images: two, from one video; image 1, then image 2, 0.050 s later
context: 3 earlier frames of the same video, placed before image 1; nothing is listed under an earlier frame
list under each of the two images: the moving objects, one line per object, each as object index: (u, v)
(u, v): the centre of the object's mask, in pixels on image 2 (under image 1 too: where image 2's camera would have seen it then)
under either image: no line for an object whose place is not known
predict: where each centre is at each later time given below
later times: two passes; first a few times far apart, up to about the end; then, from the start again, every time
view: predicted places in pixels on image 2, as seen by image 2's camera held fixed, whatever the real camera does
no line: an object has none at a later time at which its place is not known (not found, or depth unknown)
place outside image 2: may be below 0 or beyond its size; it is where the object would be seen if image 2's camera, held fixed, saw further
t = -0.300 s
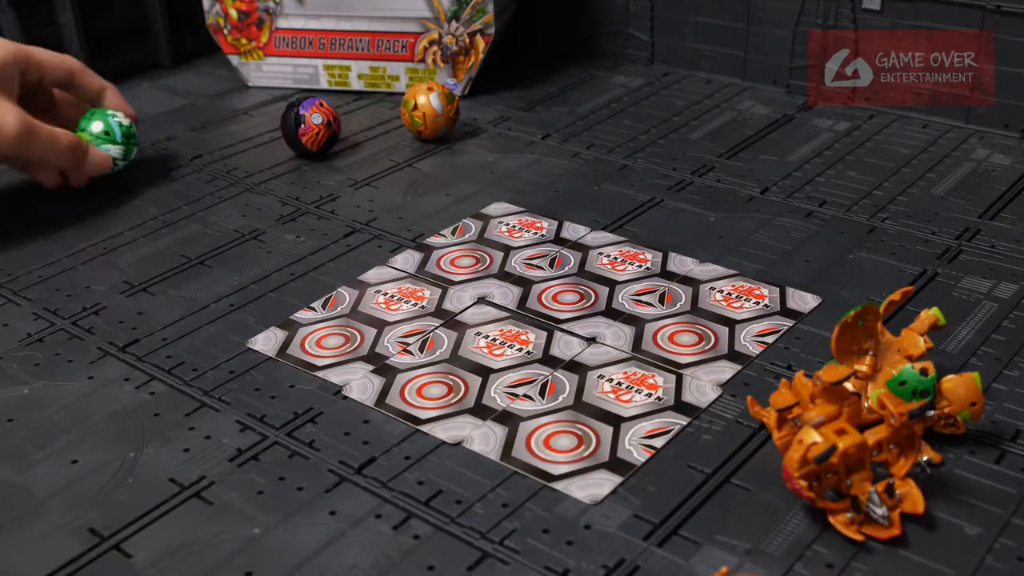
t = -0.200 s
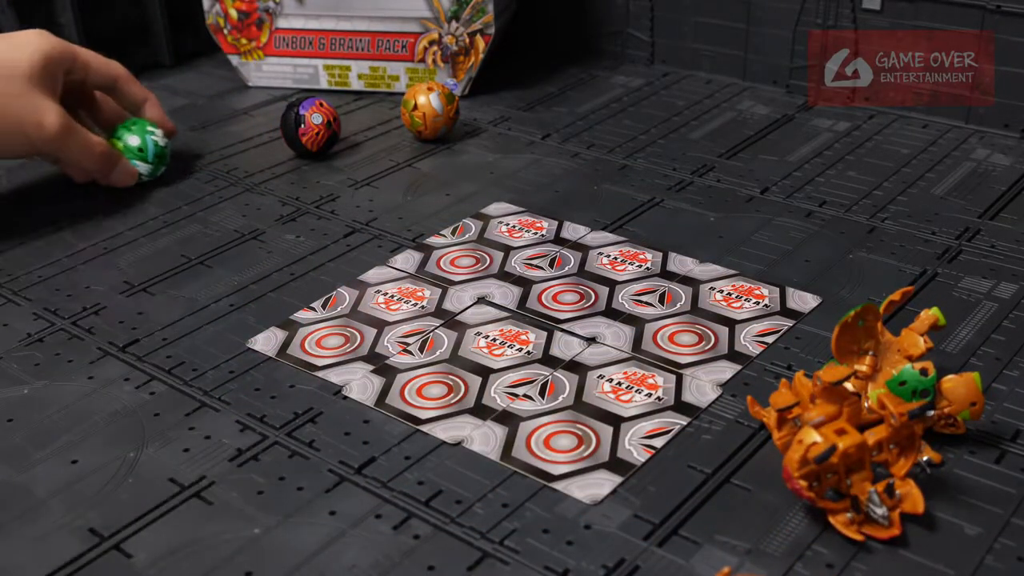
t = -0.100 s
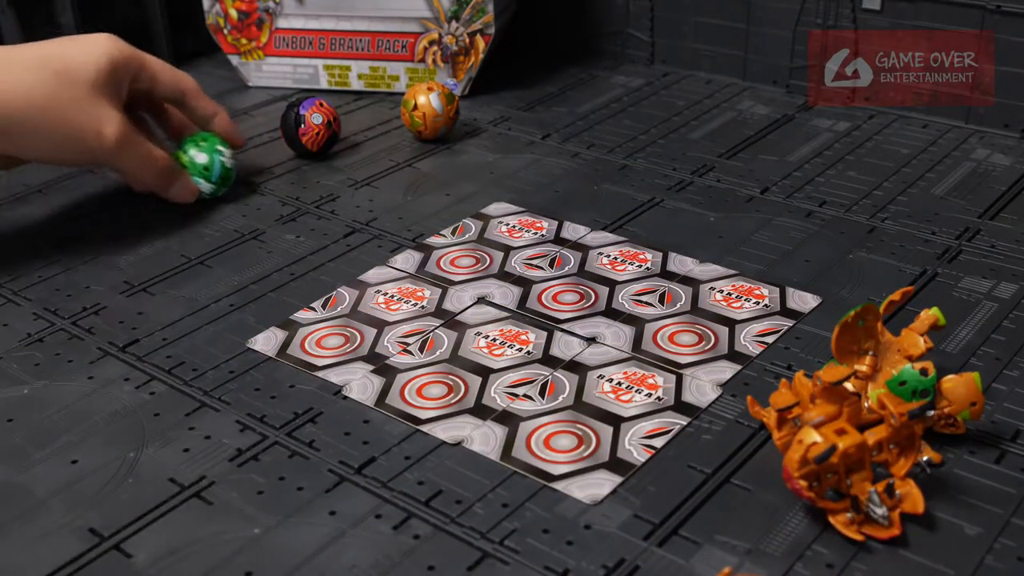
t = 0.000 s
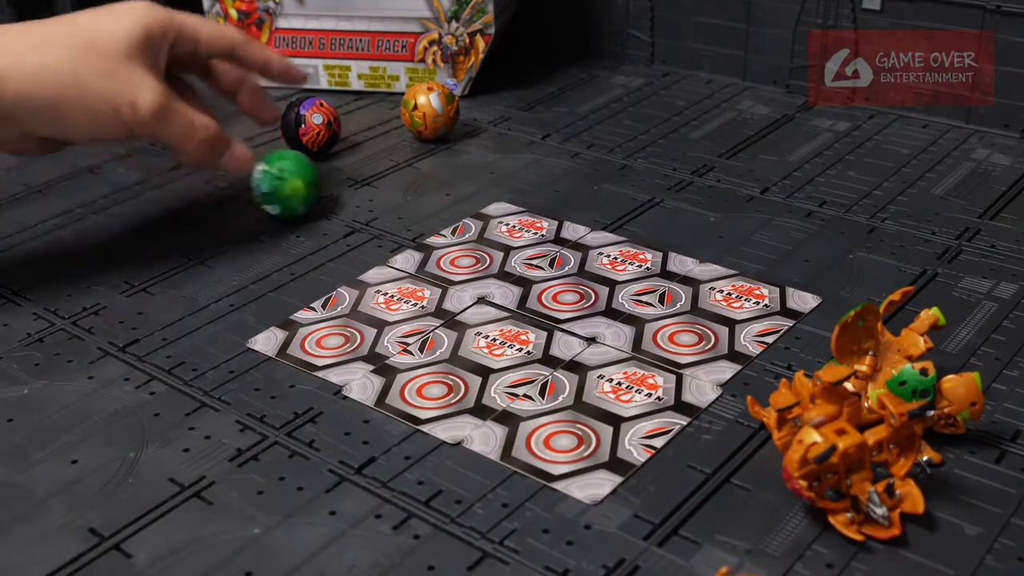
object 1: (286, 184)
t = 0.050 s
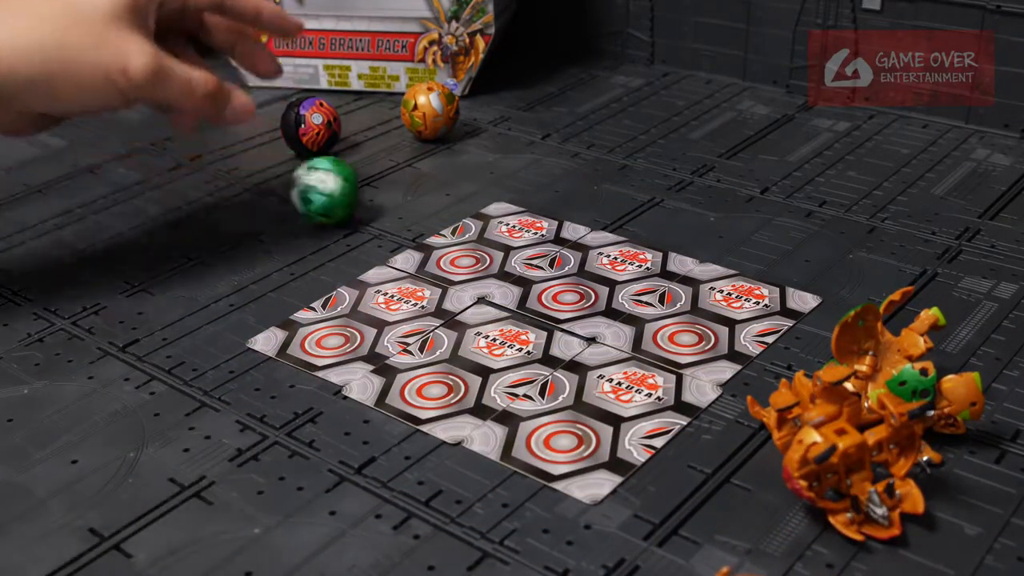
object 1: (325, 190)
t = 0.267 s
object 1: (498, 214)
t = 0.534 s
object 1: (725, 225)
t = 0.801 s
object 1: (942, 209)
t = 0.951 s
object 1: (1014, 197)
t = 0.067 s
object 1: (341, 192)
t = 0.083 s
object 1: (356, 195)
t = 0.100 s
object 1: (370, 196)
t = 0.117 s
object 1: (384, 199)
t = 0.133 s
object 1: (399, 201)
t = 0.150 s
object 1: (413, 204)
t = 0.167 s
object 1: (427, 204)
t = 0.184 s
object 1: (439, 206)
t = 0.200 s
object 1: (450, 208)
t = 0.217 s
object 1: (462, 210)
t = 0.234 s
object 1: (473, 211)
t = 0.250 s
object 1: (485, 212)
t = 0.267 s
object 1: (498, 214)
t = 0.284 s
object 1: (511, 216)
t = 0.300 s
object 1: (525, 218)
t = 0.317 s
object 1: (541, 218)
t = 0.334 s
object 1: (558, 219)
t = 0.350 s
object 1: (575, 220)
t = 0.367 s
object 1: (592, 221)
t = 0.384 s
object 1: (607, 222)
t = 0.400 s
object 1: (623, 222)
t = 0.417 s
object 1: (636, 222)
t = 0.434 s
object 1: (650, 223)
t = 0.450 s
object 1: (663, 223)
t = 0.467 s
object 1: (676, 223)
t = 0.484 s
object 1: (688, 224)
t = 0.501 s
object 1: (700, 224)
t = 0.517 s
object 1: (712, 225)
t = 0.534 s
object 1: (725, 225)
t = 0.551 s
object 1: (738, 225)
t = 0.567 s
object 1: (751, 224)
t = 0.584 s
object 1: (766, 223)
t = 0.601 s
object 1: (781, 222)
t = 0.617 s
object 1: (796, 220)
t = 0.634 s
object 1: (812, 218)
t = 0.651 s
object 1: (827, 218)
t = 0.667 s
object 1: (843, 217)
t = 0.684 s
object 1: (857, 216)
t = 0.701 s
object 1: (872, 215)
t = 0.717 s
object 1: (884, 214)
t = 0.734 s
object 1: (897, 213)
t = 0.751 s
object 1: (909, 212)
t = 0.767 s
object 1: (920, 212)
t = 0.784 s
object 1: (931, 210)
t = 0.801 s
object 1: (942, 209)
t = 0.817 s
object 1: (952, 207)
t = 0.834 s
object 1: (962, 205)
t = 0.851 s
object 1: (972, 203)
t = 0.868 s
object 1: (983, 203)
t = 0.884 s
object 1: (991, 203)
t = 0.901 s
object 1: (997, 201)
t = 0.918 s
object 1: (1002, 200)
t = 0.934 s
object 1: (1008, 198)
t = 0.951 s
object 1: (1014, 197)
